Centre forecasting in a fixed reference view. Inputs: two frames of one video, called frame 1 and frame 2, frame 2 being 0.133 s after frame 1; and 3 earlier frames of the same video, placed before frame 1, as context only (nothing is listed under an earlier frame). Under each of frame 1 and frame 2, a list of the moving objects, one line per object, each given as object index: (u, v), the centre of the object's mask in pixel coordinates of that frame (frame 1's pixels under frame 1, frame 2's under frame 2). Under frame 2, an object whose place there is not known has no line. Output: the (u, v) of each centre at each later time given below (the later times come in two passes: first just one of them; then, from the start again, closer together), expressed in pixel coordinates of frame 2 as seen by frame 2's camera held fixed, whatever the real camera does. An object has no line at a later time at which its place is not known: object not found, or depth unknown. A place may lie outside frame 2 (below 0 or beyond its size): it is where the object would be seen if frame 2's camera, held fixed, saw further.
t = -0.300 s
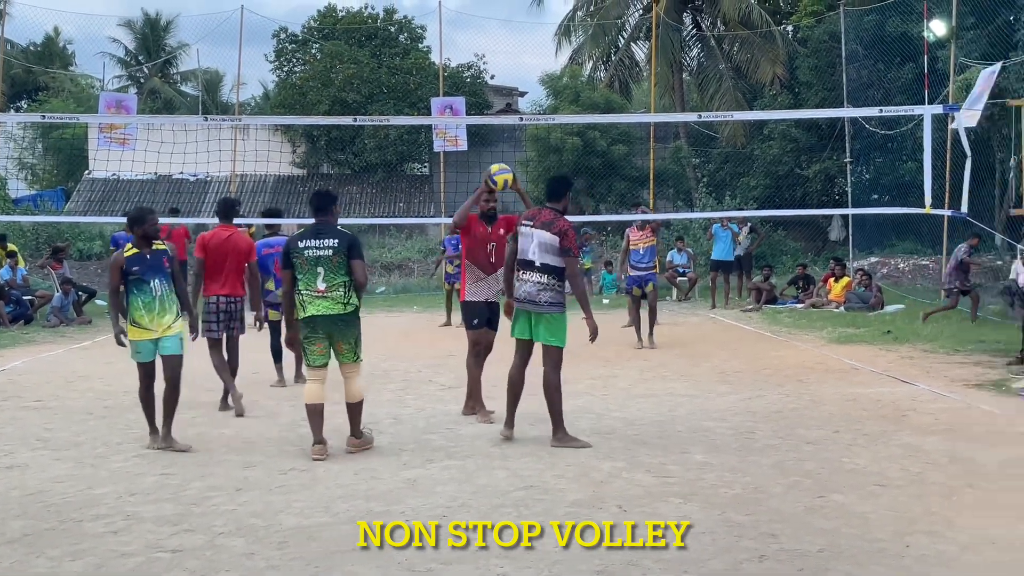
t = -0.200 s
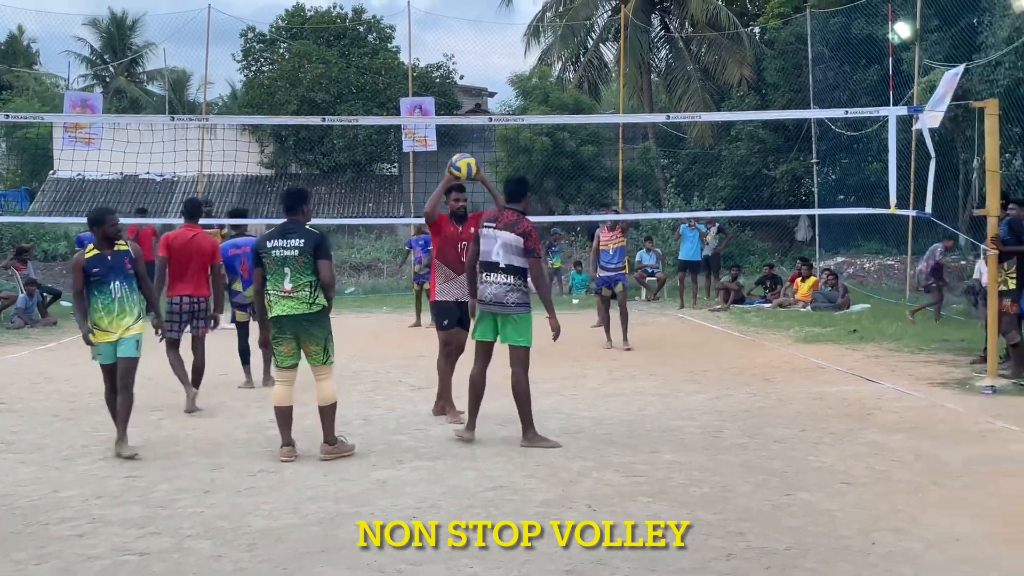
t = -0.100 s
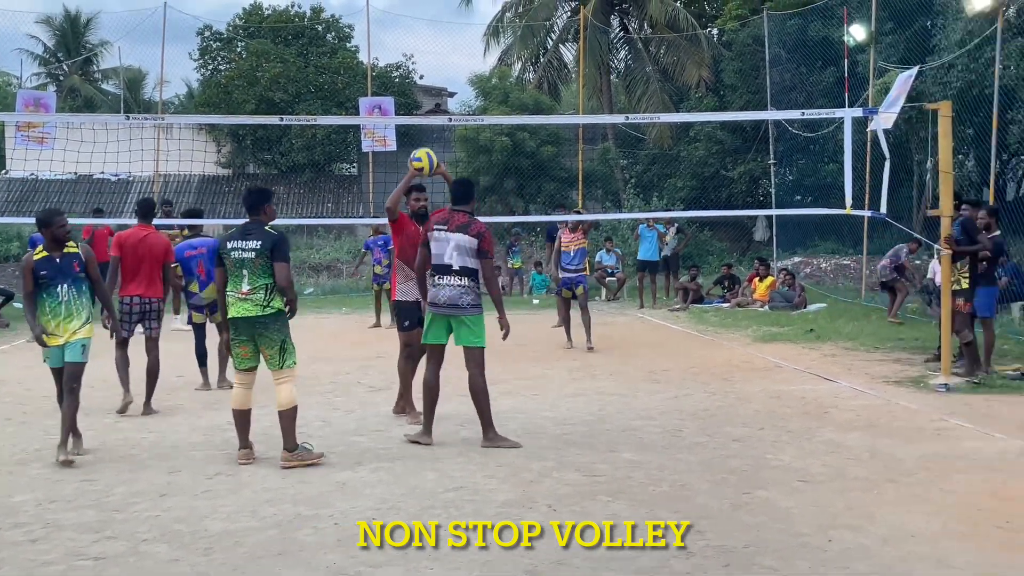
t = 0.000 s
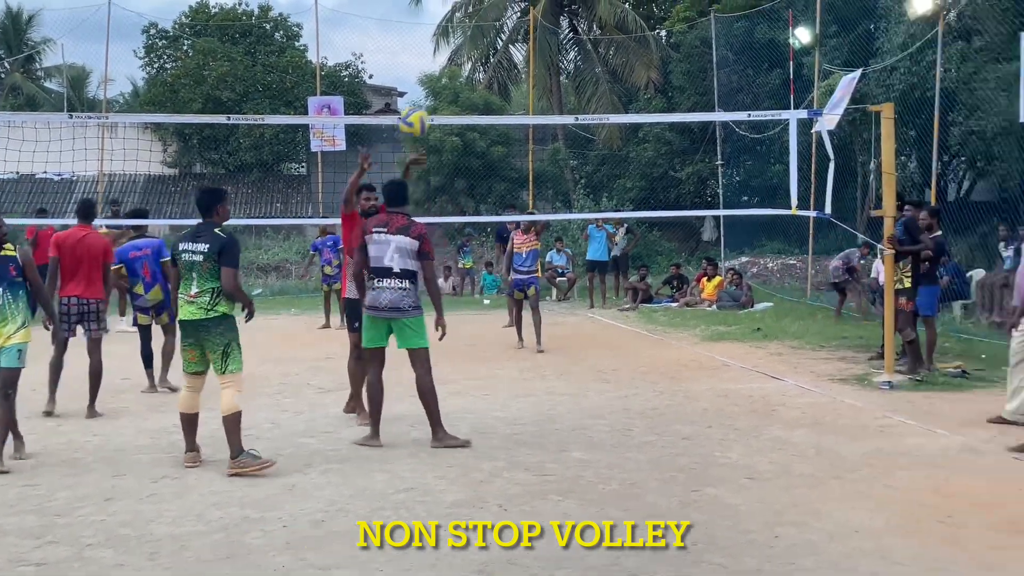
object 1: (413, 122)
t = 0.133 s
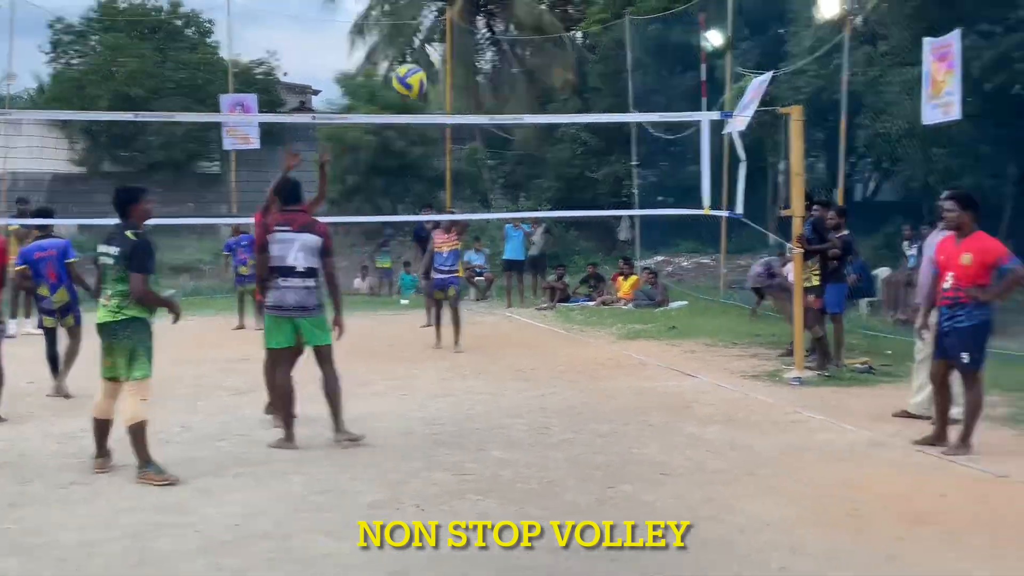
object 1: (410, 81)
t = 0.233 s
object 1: (481, 63)
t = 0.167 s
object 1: (432, 74)
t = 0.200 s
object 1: (456, 68)
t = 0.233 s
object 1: (481, 63)
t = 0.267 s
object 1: (507, 60)
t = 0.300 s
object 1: (534, 59)
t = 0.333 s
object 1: (562, 60)
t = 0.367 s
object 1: (593, 63)
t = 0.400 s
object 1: (625, 69)
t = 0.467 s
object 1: (699, 90)
